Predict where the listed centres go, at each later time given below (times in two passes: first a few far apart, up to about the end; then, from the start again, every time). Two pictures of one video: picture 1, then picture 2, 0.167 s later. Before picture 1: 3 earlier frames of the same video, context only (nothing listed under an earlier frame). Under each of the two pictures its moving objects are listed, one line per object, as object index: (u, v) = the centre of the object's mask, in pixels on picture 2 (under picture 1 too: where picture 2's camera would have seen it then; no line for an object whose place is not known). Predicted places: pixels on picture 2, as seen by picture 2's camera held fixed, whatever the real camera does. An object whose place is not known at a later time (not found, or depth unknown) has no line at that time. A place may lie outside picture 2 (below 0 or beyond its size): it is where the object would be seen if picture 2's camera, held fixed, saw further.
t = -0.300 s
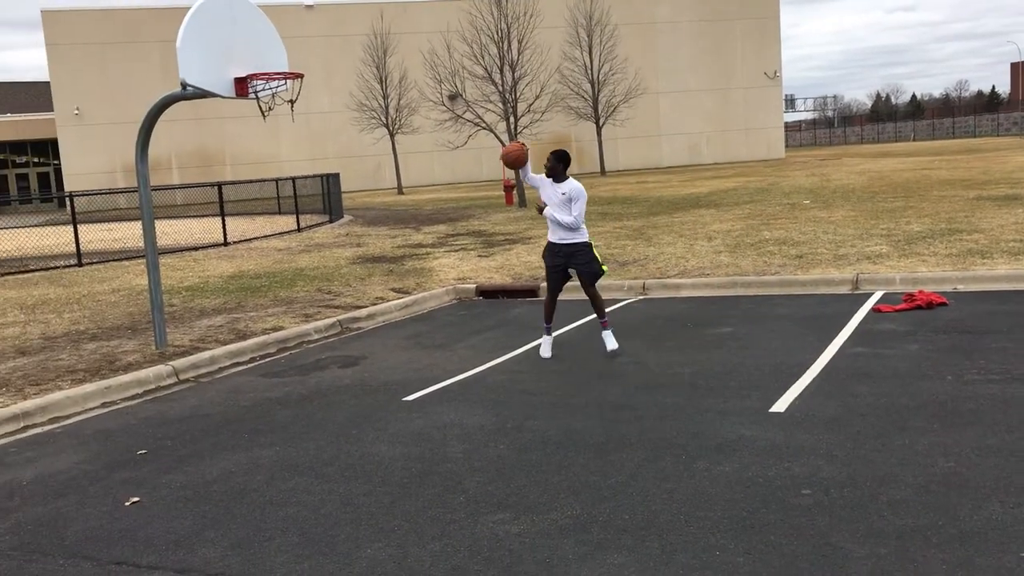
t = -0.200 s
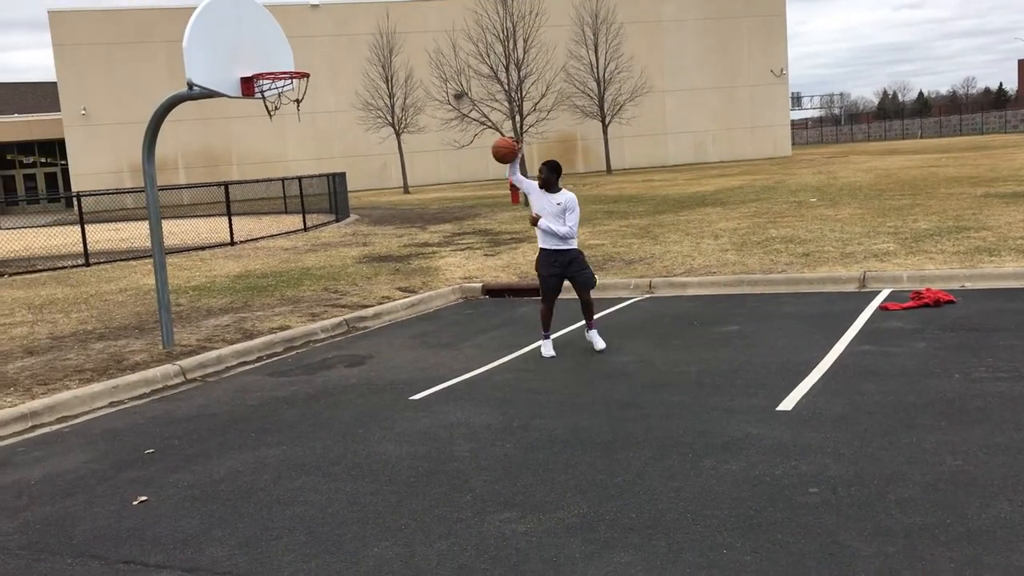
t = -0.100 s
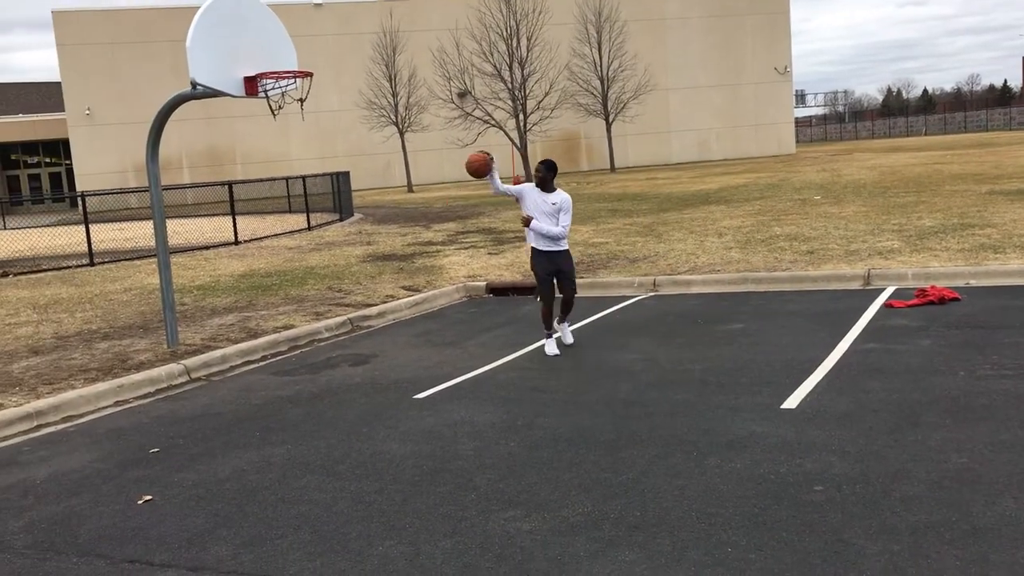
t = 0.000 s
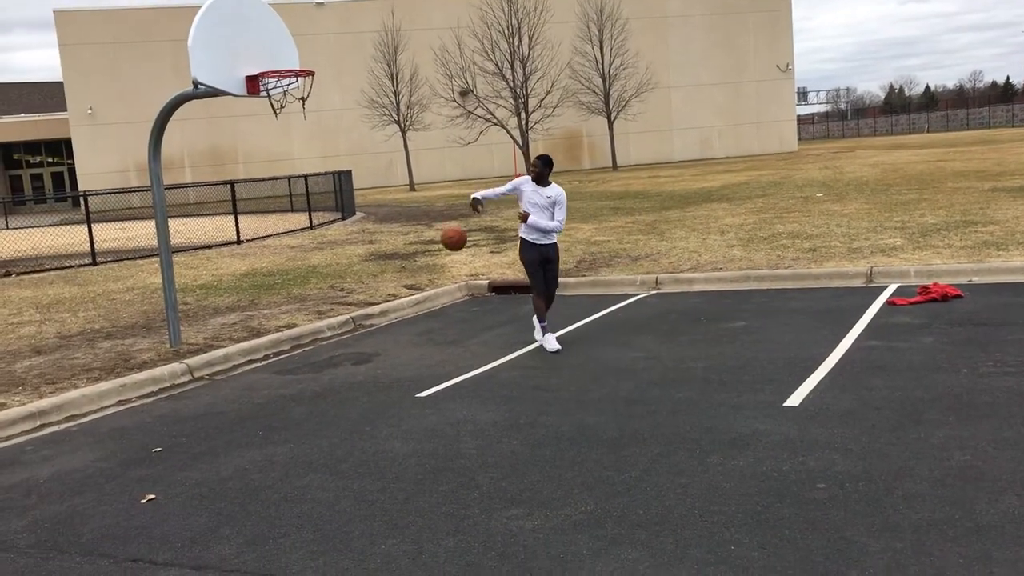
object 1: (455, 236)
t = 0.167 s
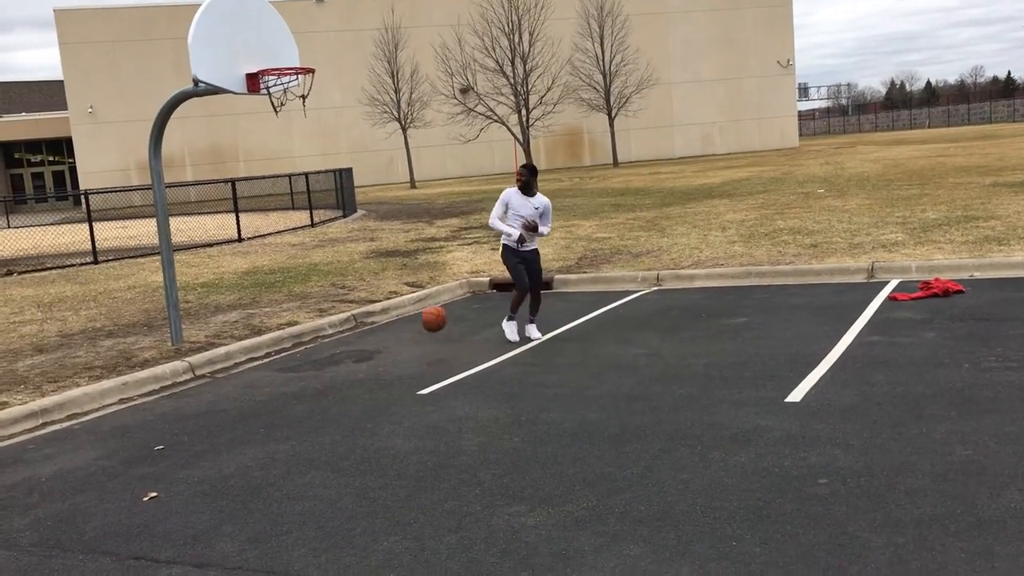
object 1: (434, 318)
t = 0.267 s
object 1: (424, 259)
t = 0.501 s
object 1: (410, 166)
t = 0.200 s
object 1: (430, 297)
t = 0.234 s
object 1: (427, 277)
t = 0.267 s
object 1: (424, 259)
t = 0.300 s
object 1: (422, 242)
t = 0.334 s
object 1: (420, 226)
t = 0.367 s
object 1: (418, 211)
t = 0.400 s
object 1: (415, 198)
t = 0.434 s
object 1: (414, 186)
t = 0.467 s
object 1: (412, 175)
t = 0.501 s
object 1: (410, 166)
